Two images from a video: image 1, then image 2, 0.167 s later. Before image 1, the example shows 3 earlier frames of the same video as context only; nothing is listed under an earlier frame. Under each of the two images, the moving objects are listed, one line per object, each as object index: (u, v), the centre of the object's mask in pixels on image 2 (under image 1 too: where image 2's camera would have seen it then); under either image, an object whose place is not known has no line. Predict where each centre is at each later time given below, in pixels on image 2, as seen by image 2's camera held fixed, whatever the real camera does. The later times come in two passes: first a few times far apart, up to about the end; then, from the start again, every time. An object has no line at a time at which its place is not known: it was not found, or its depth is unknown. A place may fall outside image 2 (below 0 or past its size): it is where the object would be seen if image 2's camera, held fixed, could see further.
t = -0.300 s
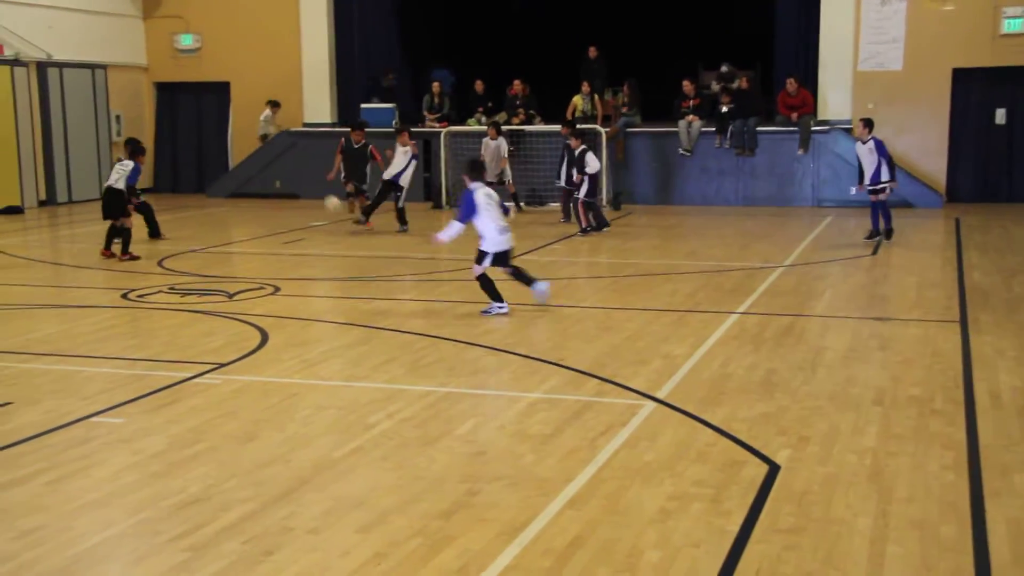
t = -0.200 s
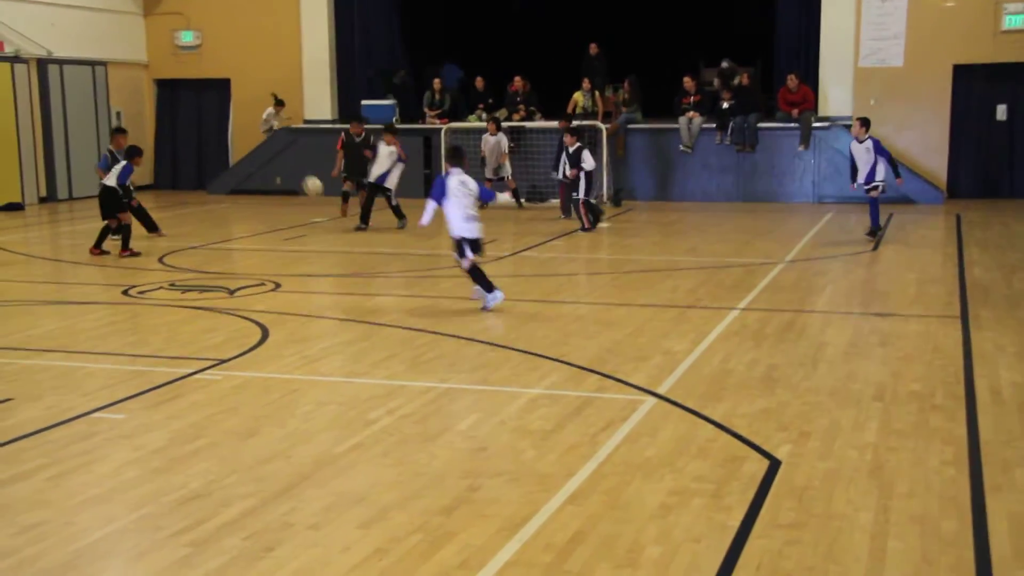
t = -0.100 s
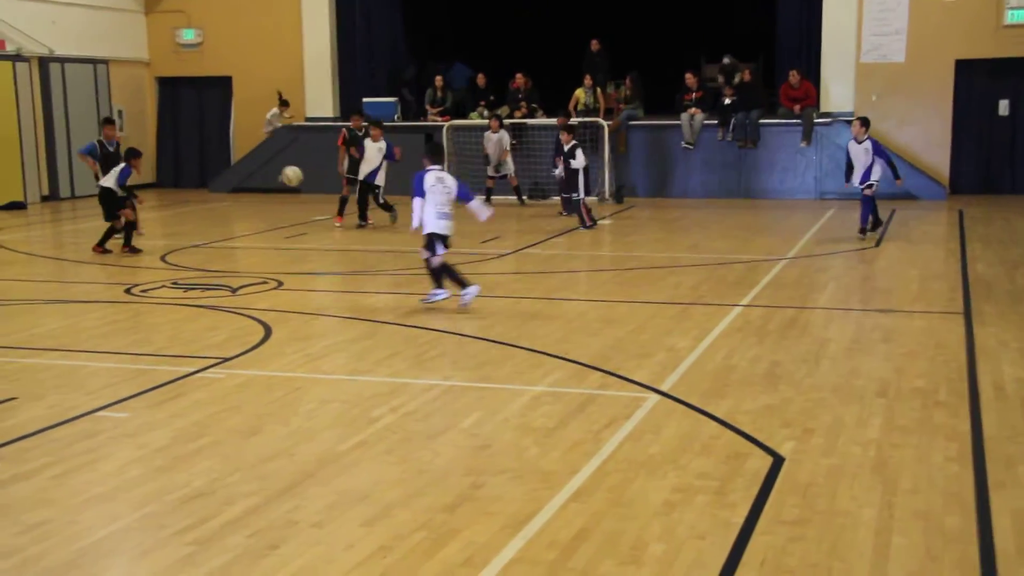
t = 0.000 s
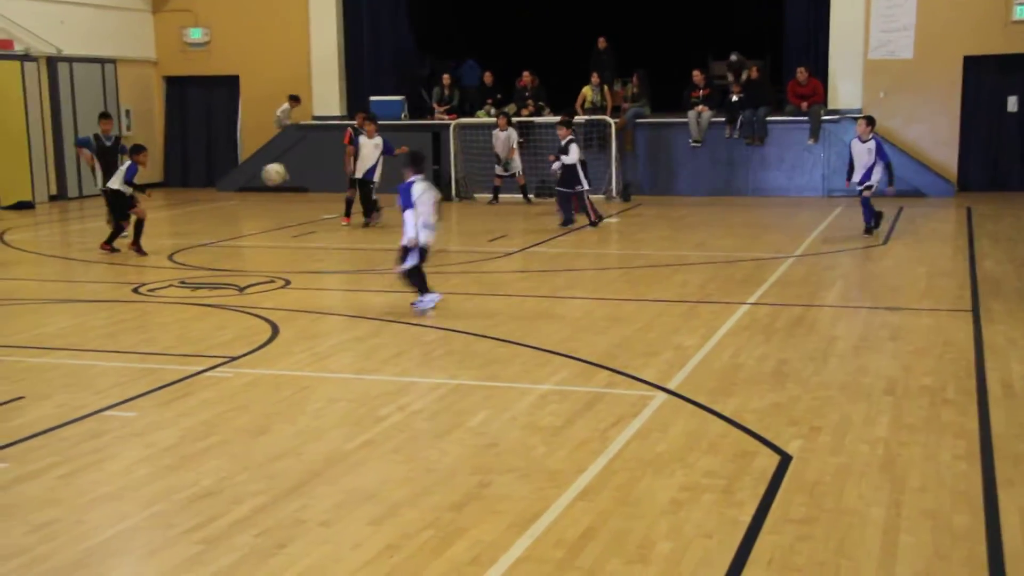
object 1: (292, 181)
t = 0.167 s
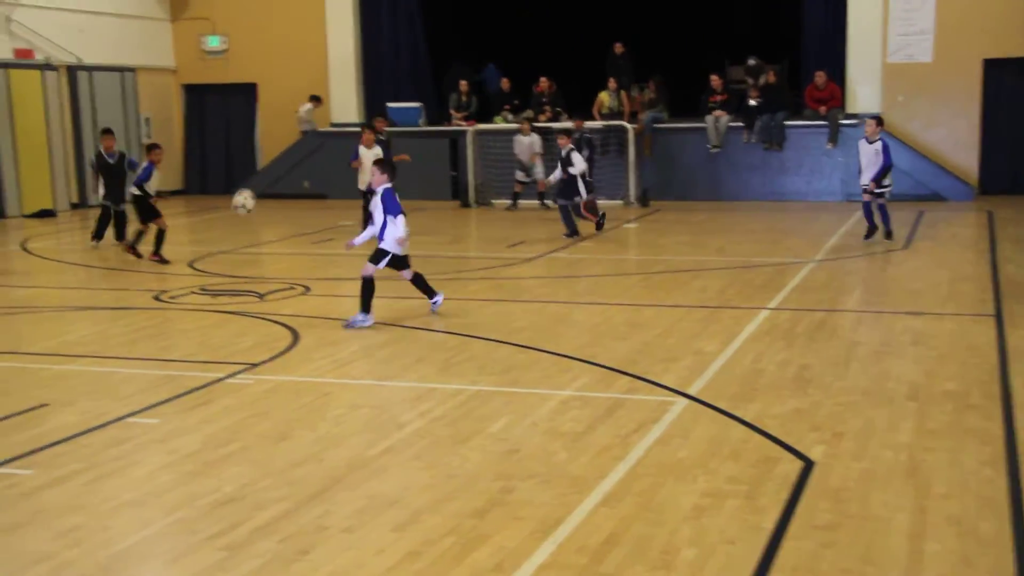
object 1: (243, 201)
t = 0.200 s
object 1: (233, 211)
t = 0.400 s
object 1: (154, 309)
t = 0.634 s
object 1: (38, 337)
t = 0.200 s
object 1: (233, 211)
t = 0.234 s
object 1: (221, 221)
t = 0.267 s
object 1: (209, 234)
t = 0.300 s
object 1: (196, 249)
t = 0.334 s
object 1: (183, 267)
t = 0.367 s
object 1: (168, 286)
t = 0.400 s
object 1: (154, 309)
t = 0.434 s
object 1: (138, 336)
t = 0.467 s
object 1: (123, 337)
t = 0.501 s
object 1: (106, 334)
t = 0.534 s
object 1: (90, 332)
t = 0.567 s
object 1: (74, 332)
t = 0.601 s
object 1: (57, 333)
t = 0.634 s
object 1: (38, 337)
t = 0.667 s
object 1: (18, 343)
